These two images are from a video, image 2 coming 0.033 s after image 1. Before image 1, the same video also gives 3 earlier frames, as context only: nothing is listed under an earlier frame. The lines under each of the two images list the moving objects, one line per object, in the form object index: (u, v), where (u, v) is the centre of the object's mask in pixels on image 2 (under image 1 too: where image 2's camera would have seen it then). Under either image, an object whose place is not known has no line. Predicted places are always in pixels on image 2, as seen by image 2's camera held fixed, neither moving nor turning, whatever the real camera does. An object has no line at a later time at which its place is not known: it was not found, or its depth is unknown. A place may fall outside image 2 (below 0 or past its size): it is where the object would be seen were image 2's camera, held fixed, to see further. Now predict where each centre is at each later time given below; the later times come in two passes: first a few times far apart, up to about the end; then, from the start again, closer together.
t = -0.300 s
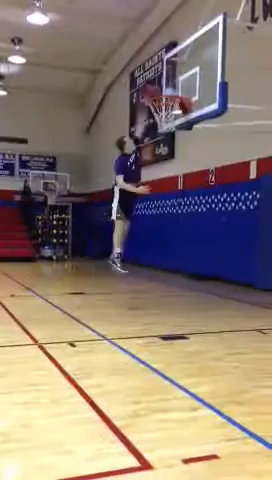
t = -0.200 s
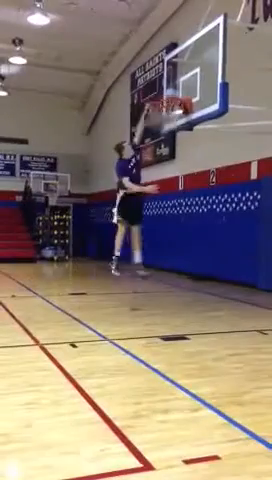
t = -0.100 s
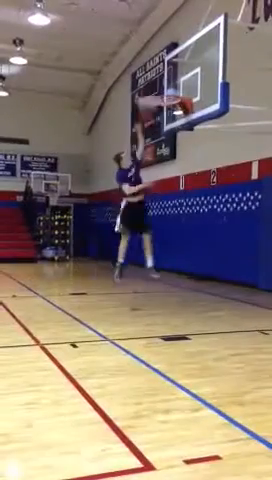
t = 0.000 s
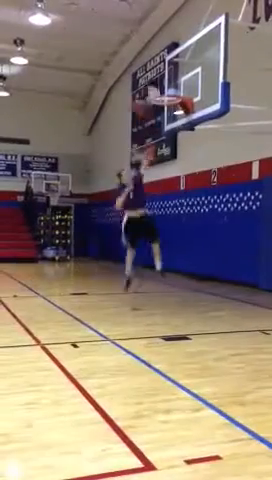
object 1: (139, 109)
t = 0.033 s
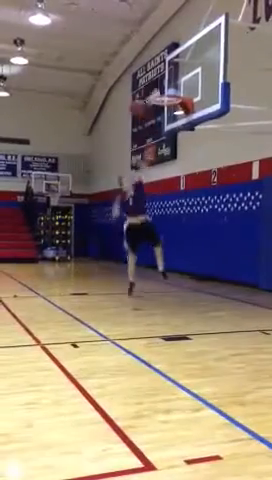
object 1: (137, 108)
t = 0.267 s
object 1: (119, 127)
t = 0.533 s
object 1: (95, 196)
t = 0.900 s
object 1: (76, 259)
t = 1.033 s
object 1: (79, 231)
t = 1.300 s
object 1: (87, 201)
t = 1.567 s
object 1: (93, 216)
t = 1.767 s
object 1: (97, 256)
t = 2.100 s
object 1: (102, 256)
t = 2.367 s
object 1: (103, 243)
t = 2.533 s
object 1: (105, 254)
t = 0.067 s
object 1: (135, 108)
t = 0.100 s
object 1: (132, 109)
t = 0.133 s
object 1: (129, 111)
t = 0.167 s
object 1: (126, 114)
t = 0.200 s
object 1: (124, 118)
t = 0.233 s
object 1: (121, 121)
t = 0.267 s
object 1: (119, 127)
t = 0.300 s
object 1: (116, 135)
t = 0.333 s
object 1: (114, 141)
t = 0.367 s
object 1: (110, 148)
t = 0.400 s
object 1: (108, 156)
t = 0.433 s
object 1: (103, 165)
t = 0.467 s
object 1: (102, 174)
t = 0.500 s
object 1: (99, 183)
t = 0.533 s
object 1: (95, 196)
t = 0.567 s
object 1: (91, 206)
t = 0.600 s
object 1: (89, 218)
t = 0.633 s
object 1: (87, 232)
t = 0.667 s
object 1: (84, 245)
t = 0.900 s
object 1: (76, 259)
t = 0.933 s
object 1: (77, 254)
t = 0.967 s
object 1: (78, 244)
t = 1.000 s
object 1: (80, 237)
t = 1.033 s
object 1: (79, 231)
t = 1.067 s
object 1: (81, 224)
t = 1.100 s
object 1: (82, 218)
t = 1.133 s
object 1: (83, 213)
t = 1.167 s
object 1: (84, 210)
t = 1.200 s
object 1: (84, 206)
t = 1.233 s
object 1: (87, 202)
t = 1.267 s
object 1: (87, 202)
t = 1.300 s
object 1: (87, 201)
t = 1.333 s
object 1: (88, 201)
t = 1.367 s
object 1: (88, 201)
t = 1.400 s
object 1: (91, 202)
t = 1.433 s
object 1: (91, 202)
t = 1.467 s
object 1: (91, 203)
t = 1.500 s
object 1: (91, 208)
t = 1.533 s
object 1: (92, 212)
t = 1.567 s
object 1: (93, 216)
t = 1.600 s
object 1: (94, 221)
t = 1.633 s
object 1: (94, 227)
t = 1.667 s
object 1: (95, 234)
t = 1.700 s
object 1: (96, 242)
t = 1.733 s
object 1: (97, 249)
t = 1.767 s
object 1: (97, 256)
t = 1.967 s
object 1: (103, 282)
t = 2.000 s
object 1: (101, 274)
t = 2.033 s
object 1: (100, 263)
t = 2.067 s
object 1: (101, 261)
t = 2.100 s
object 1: (102, 256)
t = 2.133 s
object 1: (102, 253)
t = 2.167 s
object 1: (102, 250)
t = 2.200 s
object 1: (102, 248)
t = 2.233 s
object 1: (102, 245)
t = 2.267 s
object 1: (103, 244)
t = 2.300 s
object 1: (103, 243)
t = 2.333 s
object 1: (103, 243)
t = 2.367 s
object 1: (103, 243)
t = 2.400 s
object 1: (104, 244)
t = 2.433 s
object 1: (104, 246)
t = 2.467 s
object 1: (104, 249)
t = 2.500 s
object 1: (104, 252)
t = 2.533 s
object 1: (105, 254)
